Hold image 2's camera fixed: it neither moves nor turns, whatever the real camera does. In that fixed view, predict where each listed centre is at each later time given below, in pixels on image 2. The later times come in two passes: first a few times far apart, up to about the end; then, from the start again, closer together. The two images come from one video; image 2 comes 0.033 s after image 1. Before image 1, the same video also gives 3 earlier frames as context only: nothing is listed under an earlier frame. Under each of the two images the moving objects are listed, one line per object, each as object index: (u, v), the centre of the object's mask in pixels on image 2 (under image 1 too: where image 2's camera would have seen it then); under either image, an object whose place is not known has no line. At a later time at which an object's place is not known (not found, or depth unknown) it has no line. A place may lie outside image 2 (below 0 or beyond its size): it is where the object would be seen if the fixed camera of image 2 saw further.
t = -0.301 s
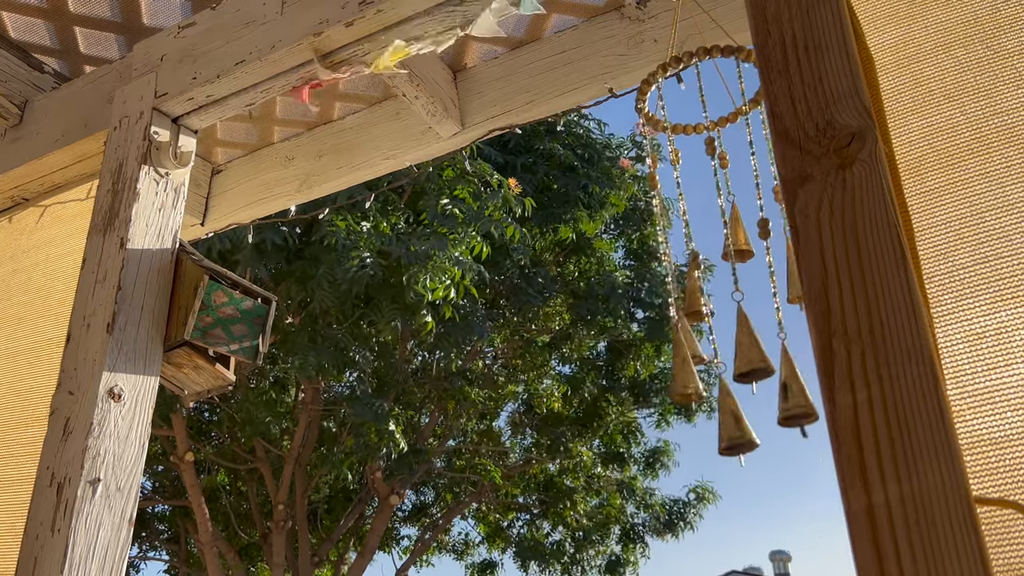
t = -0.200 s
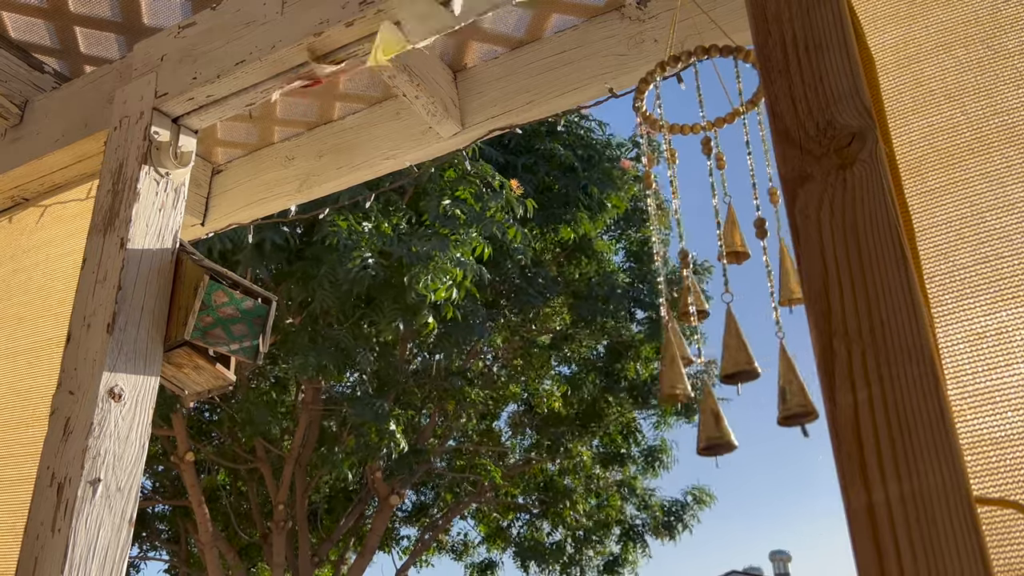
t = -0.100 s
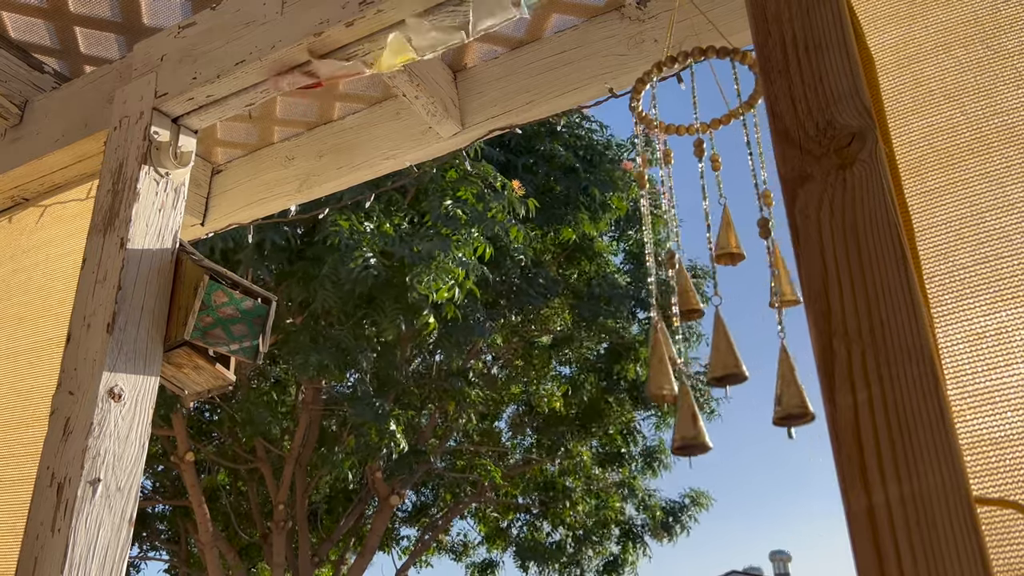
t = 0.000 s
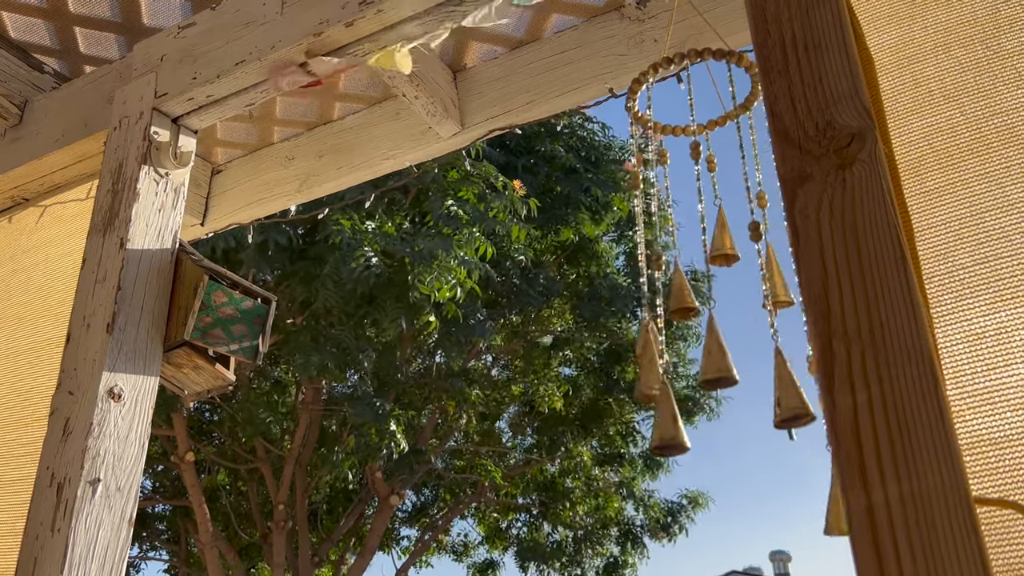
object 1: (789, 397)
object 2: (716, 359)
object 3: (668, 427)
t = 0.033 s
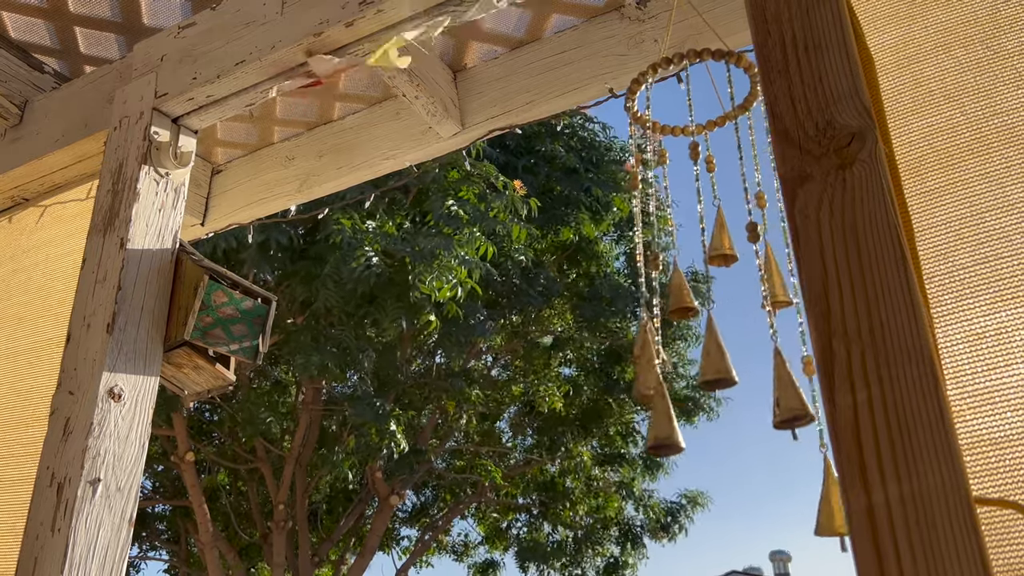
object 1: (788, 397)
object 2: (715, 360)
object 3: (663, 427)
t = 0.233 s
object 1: (779, 403)
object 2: (717, 363)
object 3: (654, 430)
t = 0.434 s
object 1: (772, 409)
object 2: (730, 362)
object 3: (679, 432)
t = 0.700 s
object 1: (776, 409)
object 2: (739, 360)
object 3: (717, 433)
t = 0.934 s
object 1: (790, 402)
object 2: (731, 360)
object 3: (712, 431)
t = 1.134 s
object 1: (786, 396)
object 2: (714, 361)
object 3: (673, 430)
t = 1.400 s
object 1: (761, 402)
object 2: (682, 361)
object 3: (625, 423)
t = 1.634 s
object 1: (728, 410)
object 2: (668, 363)
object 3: (622, 428)
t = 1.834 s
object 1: (708, 414)
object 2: (672, 362)
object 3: (642, 432)
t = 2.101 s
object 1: (731, 412)
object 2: (691, 371)
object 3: (654, 437)
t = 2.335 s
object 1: (759, 407)
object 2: (691, 370)
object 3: (631, 443)
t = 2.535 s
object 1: (770, 406)
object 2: (680, 367)
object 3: (609, 439)
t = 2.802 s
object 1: (737, 409)
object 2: (660, 366)
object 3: (624, 437)
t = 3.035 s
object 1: (704, 410)
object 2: (672, 367)
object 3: (668, 434)
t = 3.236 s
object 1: (729, 408)
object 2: (690, 366)
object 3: (682, 438)
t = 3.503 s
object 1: (789, 403)
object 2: (714, 372)
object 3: (667, 449)
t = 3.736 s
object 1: (797, 407)
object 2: (711, 376)
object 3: (652, 449)
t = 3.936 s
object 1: (754, 414)
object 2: (691, 377)
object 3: (650, 446)
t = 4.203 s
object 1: (709, 415)
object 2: (677, 370)
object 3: (662, 435)
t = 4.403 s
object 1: (732, 409)
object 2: (688, 364)
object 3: (666, 432)
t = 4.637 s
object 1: (801, 402)
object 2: (731, 361)
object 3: (674, 436)
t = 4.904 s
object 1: (799, 409)
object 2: (759, 364)
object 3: (695, 440)
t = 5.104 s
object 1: (786, 415)
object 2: (738, 370)
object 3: (712, 438)
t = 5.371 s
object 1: (776, 418)
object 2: (720, 370)
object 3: (695, 437)
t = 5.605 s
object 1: (777, 412)
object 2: (724, 364)
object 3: (669, 434)
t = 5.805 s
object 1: (784, 406)
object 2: (734, 360)
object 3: (664, 432)
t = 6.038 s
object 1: (792, 403)
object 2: (738, 362)
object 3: (687, 432)
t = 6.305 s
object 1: (794, 408)
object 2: (733, 367)
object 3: (714, 435)
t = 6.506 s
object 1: (785, 412)
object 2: (726, 369)
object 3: (706, 439)
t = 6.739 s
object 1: (764, 414)
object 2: (713, 370)
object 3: (668, 443)
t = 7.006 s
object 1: (745, 410)
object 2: (698, 370)
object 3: (639, 441)
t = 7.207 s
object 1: (748, 402)
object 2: (696, 365)
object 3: (657, 432)
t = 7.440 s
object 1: (773, 395)
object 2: (709, 361)
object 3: (704, 433)
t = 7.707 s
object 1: (787, 398)
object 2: (725, 366)
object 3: (723, 440)
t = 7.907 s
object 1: (771, 408)
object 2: (719, 373)
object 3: (693, 446)
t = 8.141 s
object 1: (740, 417)
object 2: (693, 380)
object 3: (649, 450)
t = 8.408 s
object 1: (725, 414)
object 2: (670, 375)
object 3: (638, 437)
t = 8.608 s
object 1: (741, 403)
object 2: (677, 361)
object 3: (668, 435)
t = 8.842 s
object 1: (774, 392)
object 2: (711, 361)
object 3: (705, 433)
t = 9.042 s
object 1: (788, 395)
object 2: (732, 365)
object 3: (710, 438)
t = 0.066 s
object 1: (786, 398)
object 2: (714, 361)
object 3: (659, 428)
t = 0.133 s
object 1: (783, 400)
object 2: (715, 362)
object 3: (654, 428)
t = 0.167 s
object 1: (781, 401)
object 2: (715, 362)
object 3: (653, 428)
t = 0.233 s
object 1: (779, 403)
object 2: (717, 363)
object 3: (654, 430)
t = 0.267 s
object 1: (778, 404)
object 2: (718, 363)
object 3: (656, 431)
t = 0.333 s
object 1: (775, 406)
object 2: (723, 364)
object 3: (664, 431)
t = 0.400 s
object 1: (773, 408)
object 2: (727, 363)
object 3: (674, 432)
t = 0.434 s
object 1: (772, 409)
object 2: (730, 362)
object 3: (679, 432)
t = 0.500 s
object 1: (771, 409)
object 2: (733, 362)
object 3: (691, 433)
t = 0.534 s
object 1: (771, 409)
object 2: (734, 362)
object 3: (696, 433)
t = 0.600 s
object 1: (773, 410)
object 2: (737, 361)
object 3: (705, 433)
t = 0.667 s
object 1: (774, 409)
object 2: (739, 361)
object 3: (713, 433)
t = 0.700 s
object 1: (776, 409)
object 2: (739, 360)
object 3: (717, 433)
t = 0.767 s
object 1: (781, 407)
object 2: (738, 360)
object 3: (721, 433)
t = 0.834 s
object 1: (786, 405)
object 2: (736, 359)
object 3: (720, 433)
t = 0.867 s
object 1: (788, 404)
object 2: (735, 359)
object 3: (718, 432)
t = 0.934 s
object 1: (790, 402)
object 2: (731, 360)
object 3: (712, 431)
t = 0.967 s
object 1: (790, 400)
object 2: (729, 360)
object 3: (706, 430)
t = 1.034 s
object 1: (790, 398)
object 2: (723, 360)
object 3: (695, 431)
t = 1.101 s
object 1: (788, 397)
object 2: (718, 360)
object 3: (681, 431)
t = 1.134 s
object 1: (786, 396)
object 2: (714, 361)
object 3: (673, 430)
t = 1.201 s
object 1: (781, 397)
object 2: (707, 361)
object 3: (658, 430)
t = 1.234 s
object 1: (778, 397)
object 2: (702, 361)
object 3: (651, 428)
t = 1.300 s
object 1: (772, 399)
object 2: (695, 360)
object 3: (639, 425)
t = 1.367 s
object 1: (765, 401)
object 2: (686, 362)
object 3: (628, 425)
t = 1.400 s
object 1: (761, 402)
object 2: (682, 361)
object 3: (625, 423)
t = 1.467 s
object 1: (751, 405)
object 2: (676, 362)
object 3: (620, 423)
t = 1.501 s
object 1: (746, 406)
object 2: (673, 362)
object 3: (619, 428)
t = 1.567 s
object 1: (736, 408)
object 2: (669, 363)
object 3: (619, 429)
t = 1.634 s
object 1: (728, 410)
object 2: (668, 363)
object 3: (622, 428)
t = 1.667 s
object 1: (723, 410)
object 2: (667, 363)
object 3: (624, 428)
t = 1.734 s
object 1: (715, 411)
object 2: (668, 364)
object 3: (630, 431)
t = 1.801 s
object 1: (709, 413)
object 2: (670, 362)
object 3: (637, 432)
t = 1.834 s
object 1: (708, 414)
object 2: (672, 362)
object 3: (642, 432)
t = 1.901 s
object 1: (709, 414)
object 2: (677, 363)
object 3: (649, 434)
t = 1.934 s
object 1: (712, 414)
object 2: (679, 362)
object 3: (652, 435)
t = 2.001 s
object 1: (719, 412)
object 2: (684, 368)
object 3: (656, 435)
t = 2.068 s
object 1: (726, 411)
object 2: (689, 369)
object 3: (655, 435)
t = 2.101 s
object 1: (731, 412)
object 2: (691, 371)
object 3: (654, 437)
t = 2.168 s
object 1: (740, 410)
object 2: (691, 371)
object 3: (649, 439)
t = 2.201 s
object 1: (743, 409)
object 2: (691, 371)
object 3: (645, 440)
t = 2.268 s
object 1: (751, 408)
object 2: (692, 370)
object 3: (639, 443)
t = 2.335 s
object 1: (759, 407)
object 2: (691, 370)
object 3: (631, 443)
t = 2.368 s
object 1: (763, 407)
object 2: (690, 370)
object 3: (627, 443)
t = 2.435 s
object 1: (769, 406)
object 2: (687, 369)
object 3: (619, 436)
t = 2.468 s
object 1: (770, 406)
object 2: (685, 370)
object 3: (615, 439)
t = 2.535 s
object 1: (770, 406)
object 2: (680, 367)
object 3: (609, 439)
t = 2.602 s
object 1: (766, 406)
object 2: (673, 366)
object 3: (607, 439)
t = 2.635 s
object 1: (763, 407)
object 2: (669, 366)
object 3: (607, 439)
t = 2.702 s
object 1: (754, 407)
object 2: (663, 367)
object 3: (611, 437)
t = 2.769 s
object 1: (743, 409)
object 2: (661, 367)
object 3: (619, 436)
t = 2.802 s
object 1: (737, 409)
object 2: (660, 366)
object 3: (624, 437)
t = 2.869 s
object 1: (725, 411)
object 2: (660, 367)
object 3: (636, 433)
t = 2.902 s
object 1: (719, 410)
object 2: (661, 366)
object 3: (642, 433)
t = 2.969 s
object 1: (710, 410)
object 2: (665, 367)
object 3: (656, 435)
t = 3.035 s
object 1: (704, 410)
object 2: (672, 367)
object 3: (668, 434)
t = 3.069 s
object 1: (705, 409)
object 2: (674, 367)
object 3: (671, 435)
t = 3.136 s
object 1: (711, 409)
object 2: (679, 368)
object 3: (677, 436)
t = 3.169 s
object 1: (716, 409)
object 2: (683, 368)
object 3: (680, 436)
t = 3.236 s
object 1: (729, 408)
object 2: (690, 366)
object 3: (682, 438)
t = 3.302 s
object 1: (743, 407)
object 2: (697, 369)
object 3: (681, 440)
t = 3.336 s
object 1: (751, 407)
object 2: (700, 371)
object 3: (680, 441)
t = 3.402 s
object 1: (767, 405)
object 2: (707, 371)
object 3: (675, 443)
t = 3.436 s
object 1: (775, 404)
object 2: (709, 371)
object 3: (673, 447)
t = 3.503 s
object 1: (789, 403)
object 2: (714, 372)
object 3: (667, 449)
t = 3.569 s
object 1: (798, 403)
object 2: (716, 373)
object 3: (663, 448)
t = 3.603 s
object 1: (801, 403)
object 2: (717, 374)
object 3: (661, 447)
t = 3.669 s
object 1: (802, 405)
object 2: (715, 375)
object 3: (657, 448)
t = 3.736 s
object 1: (797, 407)
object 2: (711, 376)
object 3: (652, 449)
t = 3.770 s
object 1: (792, 408)
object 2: (707, 377)
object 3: (650, 448)
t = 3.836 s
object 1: (778, 411)
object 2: (700, 377)
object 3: (648, 446)
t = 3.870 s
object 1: (770, 412)
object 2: (696, 377)
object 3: (648, 446)
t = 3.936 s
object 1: (754, 414)
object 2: (691, 377)
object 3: (650, 446)
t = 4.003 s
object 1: (738, 417)
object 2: (685, 377)
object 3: (652, 443)
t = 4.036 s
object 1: (730, 417)
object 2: (683, 375)
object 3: (654, 439)
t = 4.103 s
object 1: (716, 417)
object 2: (681, 373)
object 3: (657, 438)
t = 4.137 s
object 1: (711, 417)
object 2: (681, 371)
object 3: (659, 435)
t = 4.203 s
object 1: (709, 415)
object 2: (677, 370)
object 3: (662, 435)
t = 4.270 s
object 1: (711, 413)
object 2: (678, 368)
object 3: (663, 434)
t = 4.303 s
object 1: (714, 412)
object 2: (679, 366)
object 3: (663, 434)
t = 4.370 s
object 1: (725, 410)
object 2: (683, 363)
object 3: (665, 432)
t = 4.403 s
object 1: (732, 409)
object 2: (688, 364)
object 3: (666, 432)
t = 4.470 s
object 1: (751, 408)
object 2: (700, 365)
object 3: (669, 430)
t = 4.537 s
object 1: (772, 405)
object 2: (712, 364)
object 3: (671, 432)
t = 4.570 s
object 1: (782, 404)
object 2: (718, 363)
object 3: (671, 432)
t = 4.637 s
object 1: (801, 402)
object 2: (731, 361)
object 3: (674, 436)
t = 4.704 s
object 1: (805, 401)
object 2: (742, 359)
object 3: (678, 436)
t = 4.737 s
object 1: (805, 401)
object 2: (747, 360)
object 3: (680, 437)
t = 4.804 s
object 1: (804, 405)
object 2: (755, 361)
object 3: (686, 437)
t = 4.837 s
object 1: (802, 406)
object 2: (759, 362)
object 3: (688, 440)
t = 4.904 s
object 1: (799, 409)
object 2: (759, 364)
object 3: (695, 440)
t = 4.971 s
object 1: (794, 412)
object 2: (755, 367)
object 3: (703, 440)
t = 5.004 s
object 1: (791, 412)
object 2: (752, 367)
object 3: (706, 438)
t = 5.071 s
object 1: (787, 414)
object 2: (743, 369)
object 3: (711, 438)
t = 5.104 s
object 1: (786, 415)
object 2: (738, 370)
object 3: (712, 438)
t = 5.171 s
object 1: (782, 415)
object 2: (730, 371)
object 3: (712, 438)
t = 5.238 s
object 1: (777, 416)
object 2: (727, 370)
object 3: (708, 438)
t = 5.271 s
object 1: (776, 416)
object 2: (725, 371)
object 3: (706, 438)
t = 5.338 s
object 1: (775, 418)
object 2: (721, 371)
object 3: (699, 437)
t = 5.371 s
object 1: (776, 418)
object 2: (720, 370)
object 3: (695, 437)
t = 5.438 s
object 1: (776, 417)
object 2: (720, 369)
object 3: (686, 436)
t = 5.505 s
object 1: (775, 416)
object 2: (721, 367)
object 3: (678, 435)
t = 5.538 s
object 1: (775, 414)
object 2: (722, 366)
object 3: (674, 434)
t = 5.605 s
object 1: (777, 412)
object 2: (724, 364)
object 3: (669, 434)
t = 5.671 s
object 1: (782, 410)
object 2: (729, 362)
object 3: (665, 434)
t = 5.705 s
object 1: (784, 409)
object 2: (730, 361)
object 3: (664, 433)
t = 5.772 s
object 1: (784, 407)
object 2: (733, 360)
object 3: (664, 432)
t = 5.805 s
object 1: (784, 406)
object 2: (734, 360)
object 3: (664, 432)
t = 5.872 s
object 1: (786, 405)
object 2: (735, 359)
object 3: (669, 432)
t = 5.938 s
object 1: (789, 404)
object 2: (737, 360)
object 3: (675, 432)
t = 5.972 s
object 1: (790, 403)
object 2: (737, 361)
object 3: (678, 432)
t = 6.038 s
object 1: (792, 403)
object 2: (738, 362)
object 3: (687, 432)
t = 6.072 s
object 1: (792, 404)
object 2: (738, 362)
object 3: (693, 432)
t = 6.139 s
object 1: (793, 405)
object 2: (739, 364)
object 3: (702, 431)
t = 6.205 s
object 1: (795, 406)
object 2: (738, 366)
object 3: (709, 432)
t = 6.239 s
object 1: (796, 407)
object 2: (737, 366)
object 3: (711, 433)
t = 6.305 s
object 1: (794, 408)
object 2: (733, 367)
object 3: (714, 435)
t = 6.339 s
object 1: (792, 408)
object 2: (732, 368)
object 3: (715, 435)
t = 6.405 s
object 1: (789, 409)
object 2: (729, 368)
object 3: (715, 437)
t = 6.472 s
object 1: (787, 411)
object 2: (727, 369)
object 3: (710, 440)
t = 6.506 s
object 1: (785, 412)
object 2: (726, 369)
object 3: (706, 439)
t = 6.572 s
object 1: (781, 414)
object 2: (723, 369)
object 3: (697, 439)
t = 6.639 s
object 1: (774, 415)
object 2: (720, 370)
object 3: (687, 441)
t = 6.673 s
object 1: (771, 415)
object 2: (718, 370)
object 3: (681, 442)
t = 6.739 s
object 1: (764, 414)
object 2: (713, 370)
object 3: (668, 443)
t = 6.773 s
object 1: (761, 414)
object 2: (711, 370)
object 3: (661, 442)
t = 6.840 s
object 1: (754, 413)
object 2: (707, 372)
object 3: (650, 442)
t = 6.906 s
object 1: (748, 411)
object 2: (703, 371)
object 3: (643, 441)
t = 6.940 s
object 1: (746, 411)
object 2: (702, 371)
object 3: (641, 443)
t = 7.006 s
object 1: (745, 410)
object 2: (698, 370)
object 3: (639, 441)
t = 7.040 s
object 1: (745, 409)
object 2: (697, 369)
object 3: (640, 440)
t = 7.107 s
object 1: (745, 406)
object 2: (696, 368)
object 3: (643, 438)
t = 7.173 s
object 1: (747, 403)
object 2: (697, 367)
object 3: (651, 433)
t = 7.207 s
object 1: (748, 402)
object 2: (696, 365)
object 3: (657, 432)
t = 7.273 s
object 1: (754, 399)
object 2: (698, 363)
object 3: (670, 433)
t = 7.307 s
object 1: (758, 398)
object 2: (700, 363)
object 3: (676, 434)
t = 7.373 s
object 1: (766, 396)
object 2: (704, 363)
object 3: (690, 434)
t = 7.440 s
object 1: (773, 395)
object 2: (709, 361)
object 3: (704, 433)
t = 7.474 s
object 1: (776, 395)
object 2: (711, 360)
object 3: (710, 433)
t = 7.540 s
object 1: (782, 394)
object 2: (716, 361)
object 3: (719, 434)
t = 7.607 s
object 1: (787, 395)
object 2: (720, 362)
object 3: (723, 436)
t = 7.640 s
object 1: (788, 396)
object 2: (722, 363)
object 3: (723, 437)
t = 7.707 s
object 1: (787, 398)
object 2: (725, 366)
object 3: (723, 440)
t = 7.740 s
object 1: (786, 399)
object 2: (725, 364)
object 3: (721, 441)
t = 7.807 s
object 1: (782, 402)
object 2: (724, 367)
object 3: (713, 443)
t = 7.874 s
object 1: (776, 406)
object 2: (722, 370)
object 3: (700, 446)
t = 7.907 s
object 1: (771, 408)
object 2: (719, 373)
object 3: (693, 446)
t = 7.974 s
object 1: (762, 412)
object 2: (713, 376)
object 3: (680, 449)
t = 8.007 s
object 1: (757, 414)
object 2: (709, 378)
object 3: (673, 449)
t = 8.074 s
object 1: (748, 415)
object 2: (702, 378)
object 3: (660, 448)
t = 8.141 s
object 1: (740, 417)
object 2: (693, 380)
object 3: (649, 450)
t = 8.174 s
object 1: (736, 417)
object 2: (689, 380)
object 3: (644, 448)
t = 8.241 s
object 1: (730, 418)
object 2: (681, 377)
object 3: (638, 447)
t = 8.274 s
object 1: (728, 417)
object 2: (678, 377)
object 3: (637, 447)
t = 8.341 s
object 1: (725, 416)
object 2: (673, 377)
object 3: (636, 443)
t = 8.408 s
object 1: (725, 414)
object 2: (670, 375)
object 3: (638, 437)
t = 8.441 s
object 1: (726, 413)
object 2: (670, 373)
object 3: (640, 441)
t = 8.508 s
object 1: (729, 409)
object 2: (671, 370)
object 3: (649, 439)
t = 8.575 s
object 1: (737, 405)
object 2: (674, 363)
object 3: (661, 437)
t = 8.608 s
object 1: (741, 403)
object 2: (677, 361)
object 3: (668, 435)
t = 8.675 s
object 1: (751, 400)
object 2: (686, 359)
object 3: (680, 434)
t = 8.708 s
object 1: (757, 398)
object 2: (690, 356)
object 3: (685, 433)
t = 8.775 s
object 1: (766, 394)
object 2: (702, 360)
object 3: (696, 432)
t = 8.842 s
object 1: (774, 392)
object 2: (711, 361)
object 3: (705, 433)
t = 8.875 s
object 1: (777, 391)
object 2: (715, 361)
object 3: (709, 434)
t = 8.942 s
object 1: (783, 391)
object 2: (723, 361)
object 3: (711, 434)
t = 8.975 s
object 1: (785, 392)
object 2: (726, 362)
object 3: (711, 436)
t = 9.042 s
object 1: (788, 395)
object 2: (732, 365)
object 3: (710, 438)
